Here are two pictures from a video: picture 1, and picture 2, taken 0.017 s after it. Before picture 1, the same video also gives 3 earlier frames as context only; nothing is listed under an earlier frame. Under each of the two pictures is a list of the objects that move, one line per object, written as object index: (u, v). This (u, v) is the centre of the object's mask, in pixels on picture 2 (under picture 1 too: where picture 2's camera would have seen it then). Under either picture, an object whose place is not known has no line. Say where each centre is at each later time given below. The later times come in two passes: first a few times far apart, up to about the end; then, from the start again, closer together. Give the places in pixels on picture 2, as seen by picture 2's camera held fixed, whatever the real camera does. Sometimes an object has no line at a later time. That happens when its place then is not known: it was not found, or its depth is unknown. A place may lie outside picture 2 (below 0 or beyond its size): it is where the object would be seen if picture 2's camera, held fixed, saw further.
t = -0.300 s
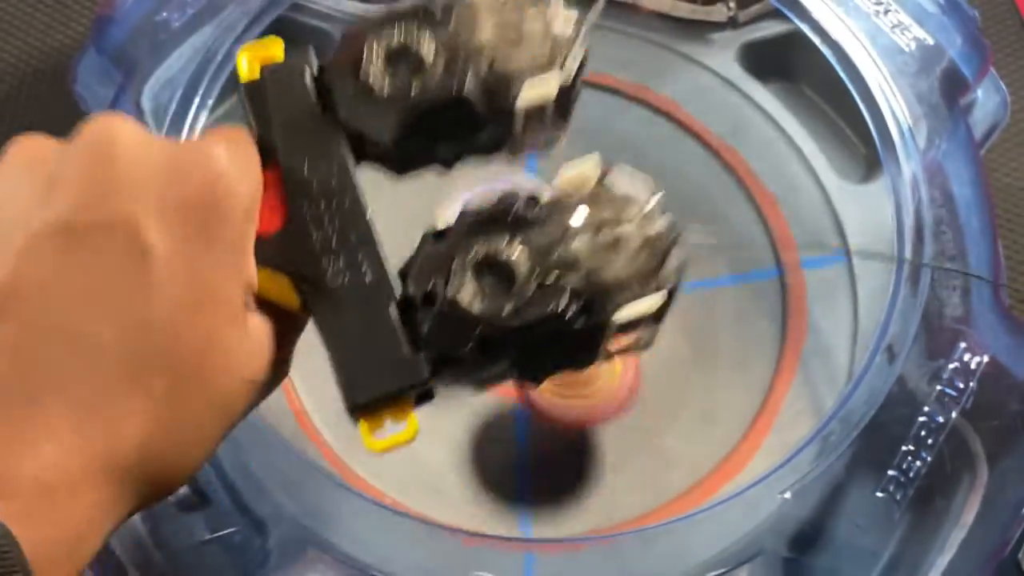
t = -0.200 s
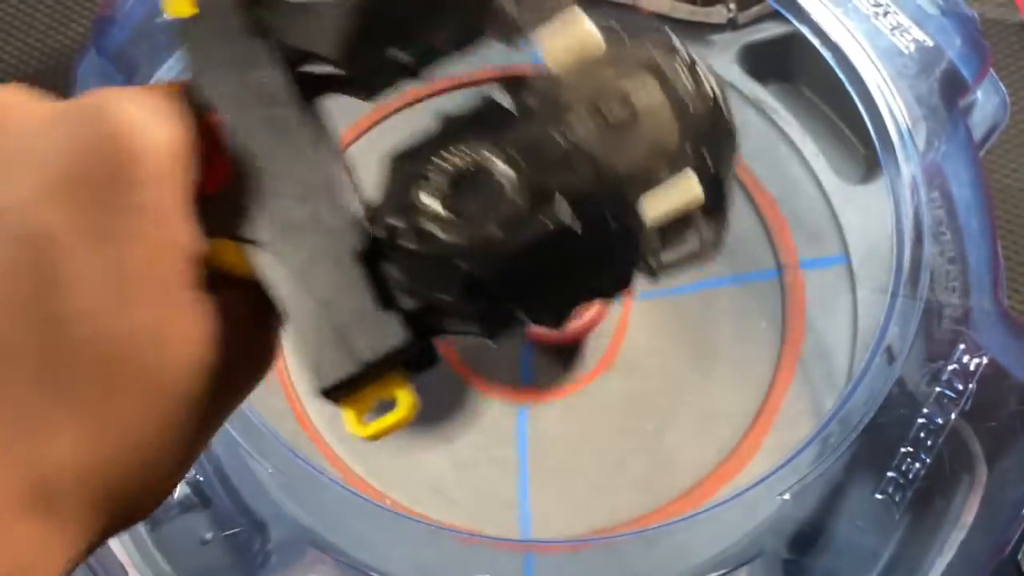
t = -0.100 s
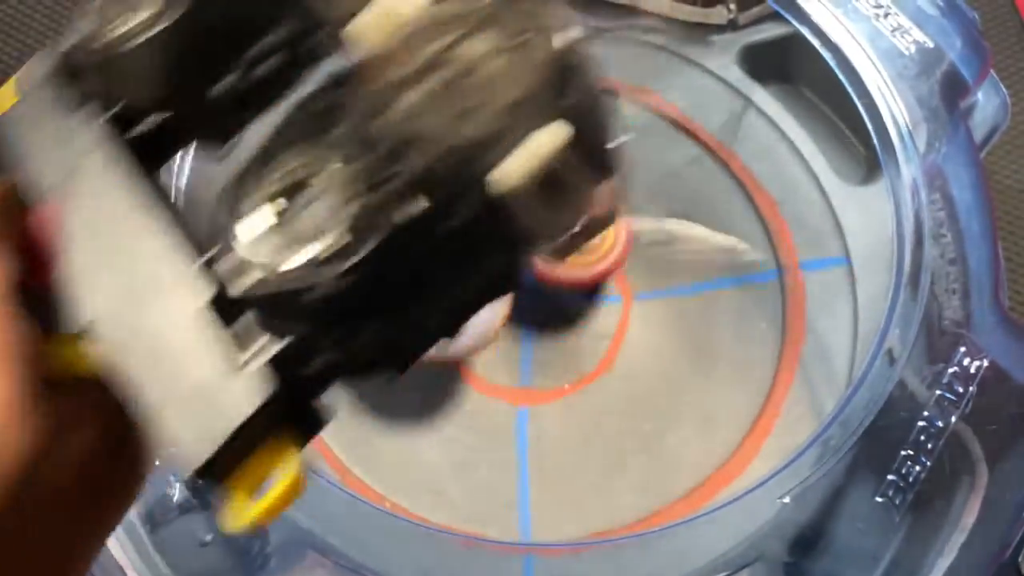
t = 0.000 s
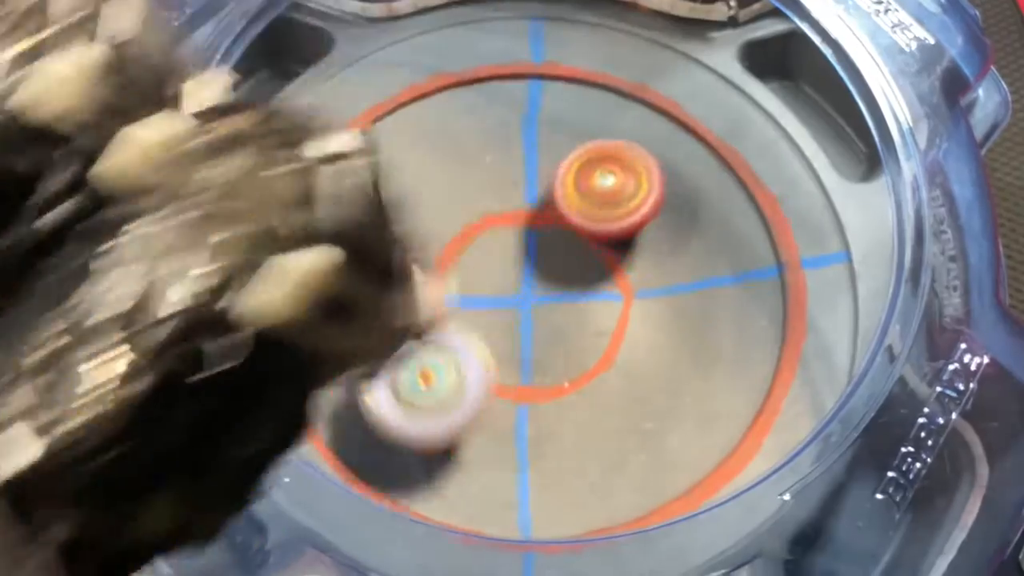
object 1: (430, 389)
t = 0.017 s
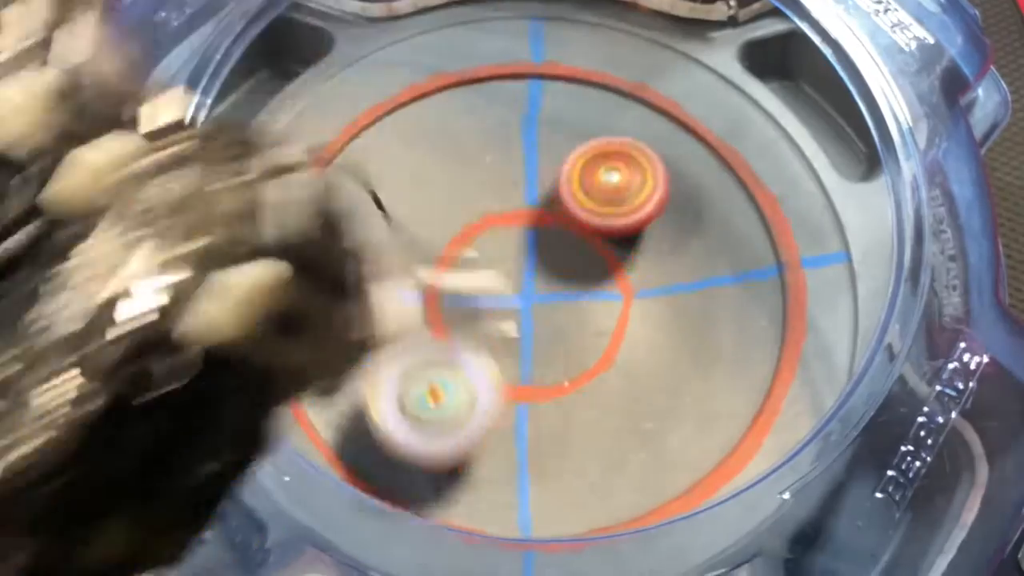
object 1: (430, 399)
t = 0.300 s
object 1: (823, 242)
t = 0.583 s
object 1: (430, 93)
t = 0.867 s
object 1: (429, 489)
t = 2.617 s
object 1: (372, 249)
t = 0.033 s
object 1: (448, 423)
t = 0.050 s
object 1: (466, 442)
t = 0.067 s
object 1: (491, 458)
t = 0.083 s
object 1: (522, 472)
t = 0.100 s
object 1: (551, 475)
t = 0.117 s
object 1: (585, 474)
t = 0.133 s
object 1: (614, 471)
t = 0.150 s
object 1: (649, 461)
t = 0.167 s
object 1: (680, 448)
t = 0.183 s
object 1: (707, 429)
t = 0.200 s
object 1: (732, 406)
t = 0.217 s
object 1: (745, 375)
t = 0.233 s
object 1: (755, 346)
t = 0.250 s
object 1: (761, 315)
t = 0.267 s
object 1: (779, 289)
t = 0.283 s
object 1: (800, 266)
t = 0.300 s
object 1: (823, 242)
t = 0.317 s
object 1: (829, 220)
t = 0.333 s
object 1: (833, 196)
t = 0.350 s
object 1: (829, 169)
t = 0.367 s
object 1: (813, 145)
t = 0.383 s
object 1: (799, 126)
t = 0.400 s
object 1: (775, 103)
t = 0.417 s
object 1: (745, 82)
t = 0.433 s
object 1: (716, 69)
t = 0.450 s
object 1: (683, 58)
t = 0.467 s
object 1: (647, 51)
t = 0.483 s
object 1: (617, 48)
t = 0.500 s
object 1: (583, 46)
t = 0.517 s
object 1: (549, 50)
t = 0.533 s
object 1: (517, 57)
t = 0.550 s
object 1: (486, 68)
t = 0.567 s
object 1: (459, 82)
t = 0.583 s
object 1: (430, 93)
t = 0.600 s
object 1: (407, 94)
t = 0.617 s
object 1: (380, 95)
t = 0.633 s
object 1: (361, 105)
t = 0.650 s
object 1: (347, 129)
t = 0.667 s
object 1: (333, 158)
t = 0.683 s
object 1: (316, 185)
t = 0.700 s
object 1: (305, 213)
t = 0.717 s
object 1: (295, 244)
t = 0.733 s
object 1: (290, 275)
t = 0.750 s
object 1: (290, 307)
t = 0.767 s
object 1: (295, 338)
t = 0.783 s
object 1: (313, 370)
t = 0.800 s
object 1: (329, 396)
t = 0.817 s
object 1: (341, 425)
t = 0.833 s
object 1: (363, 449)
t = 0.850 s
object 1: (394, 466)
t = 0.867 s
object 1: (429, 489)
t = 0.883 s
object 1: (460, 498)
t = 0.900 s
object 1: (494, 505)
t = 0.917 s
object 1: (529, 504)
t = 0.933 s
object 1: (565, 504)
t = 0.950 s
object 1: (598, 496)
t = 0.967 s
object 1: (633, 485)
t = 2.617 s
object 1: (372, 249)
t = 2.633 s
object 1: (359, 243)
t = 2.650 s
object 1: (345, 241)
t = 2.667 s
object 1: (331, 240)
